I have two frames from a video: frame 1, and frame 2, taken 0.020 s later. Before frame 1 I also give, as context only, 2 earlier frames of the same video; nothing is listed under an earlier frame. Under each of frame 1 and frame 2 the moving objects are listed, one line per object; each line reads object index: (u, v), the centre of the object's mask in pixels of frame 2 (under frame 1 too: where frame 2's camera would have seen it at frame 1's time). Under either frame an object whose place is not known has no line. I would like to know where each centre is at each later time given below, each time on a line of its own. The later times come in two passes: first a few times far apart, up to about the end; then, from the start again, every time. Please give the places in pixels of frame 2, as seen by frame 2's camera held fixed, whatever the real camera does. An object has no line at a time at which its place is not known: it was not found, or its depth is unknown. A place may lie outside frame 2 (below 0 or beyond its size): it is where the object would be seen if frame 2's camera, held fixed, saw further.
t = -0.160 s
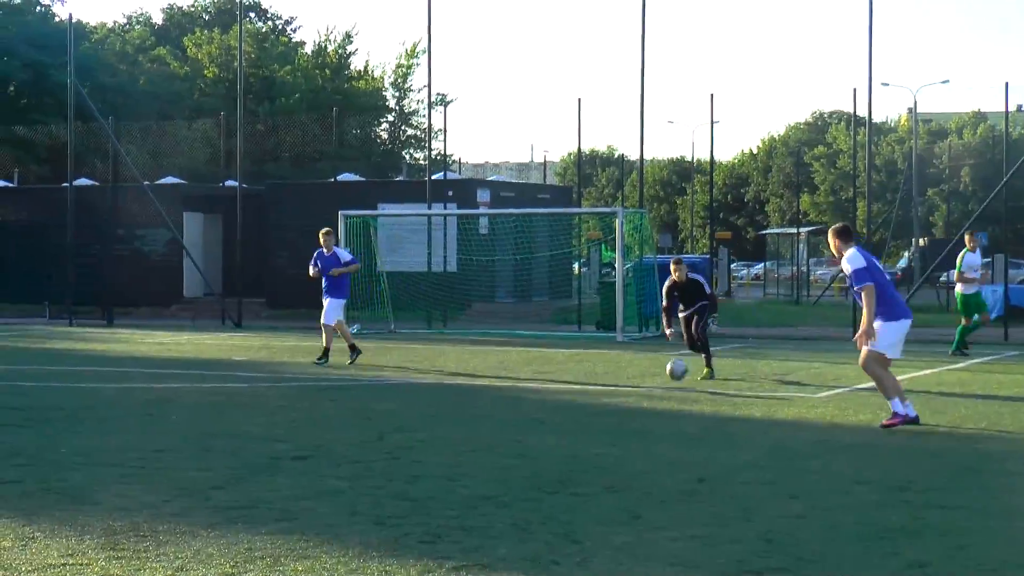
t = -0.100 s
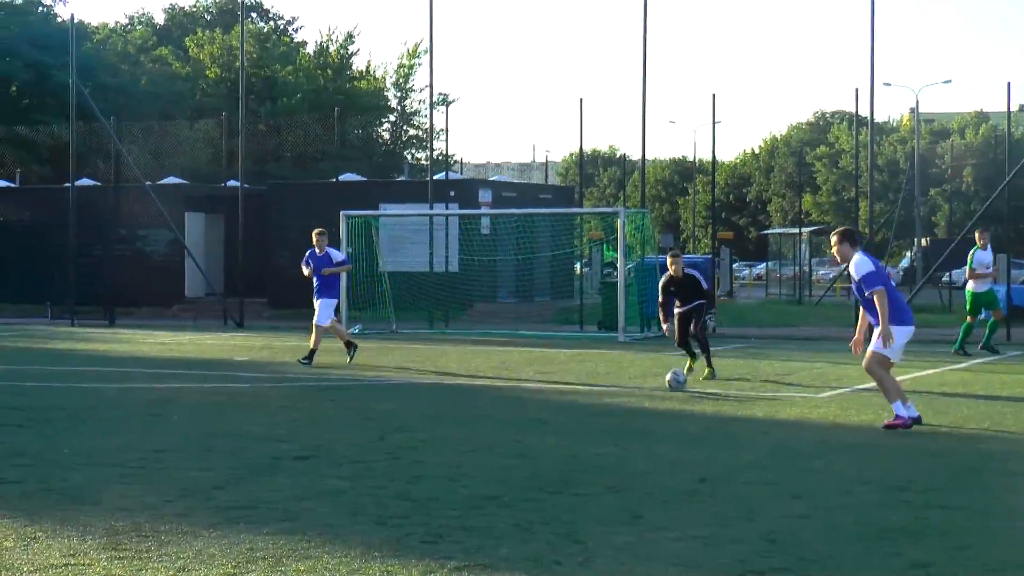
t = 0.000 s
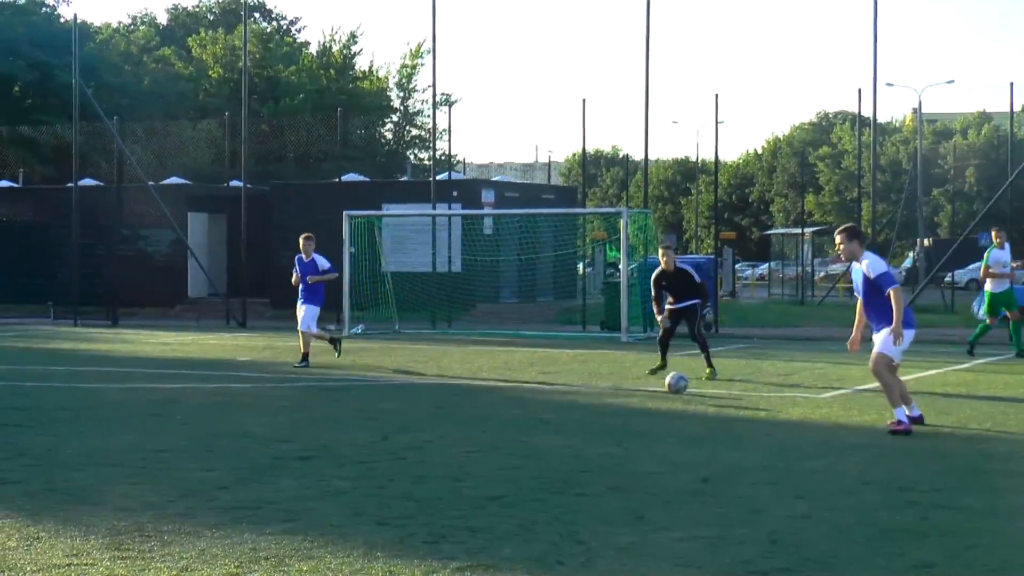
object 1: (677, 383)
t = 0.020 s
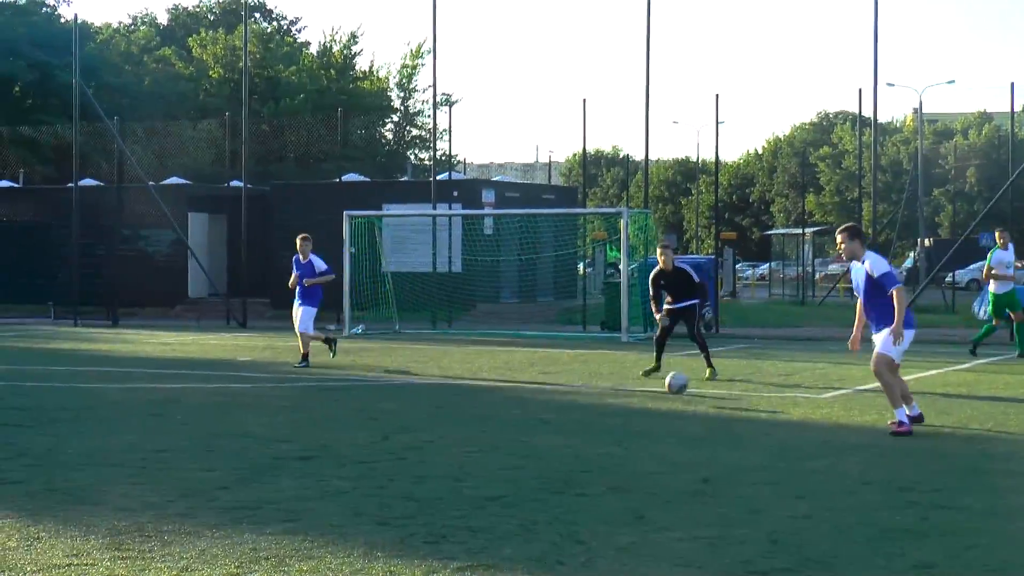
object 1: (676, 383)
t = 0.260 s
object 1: (674, 405)
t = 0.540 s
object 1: (674, 421)
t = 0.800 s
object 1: (675, 446)
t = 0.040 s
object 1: (676, 383)
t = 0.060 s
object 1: (675, 384)
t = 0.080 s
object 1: (675, 385)
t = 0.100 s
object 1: (675, 386)
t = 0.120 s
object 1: (675, 388)
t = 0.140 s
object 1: (675, 390)
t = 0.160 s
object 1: (674, 393)
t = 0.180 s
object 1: (675, 397)
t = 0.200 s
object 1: (674, 401)
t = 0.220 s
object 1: (674, 406)
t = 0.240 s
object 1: (674, 407)
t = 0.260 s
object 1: (674, 405)
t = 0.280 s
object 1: (674, 405)
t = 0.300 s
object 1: (674, 406)
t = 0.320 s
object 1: (674, 407)
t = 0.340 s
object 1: (674, 408)
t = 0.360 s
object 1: (674, 409)
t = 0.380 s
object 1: (674, 411)
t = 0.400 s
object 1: (673, 414)
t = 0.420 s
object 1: (674, 418)
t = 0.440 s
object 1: (674, 418)
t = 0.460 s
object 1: (674, 418)
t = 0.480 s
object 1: (673, 418)
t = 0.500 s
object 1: (674, 419)
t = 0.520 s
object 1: (674, 419)
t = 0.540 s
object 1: (674, 421)
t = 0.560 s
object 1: (674, 423)
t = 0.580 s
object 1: (674, 426)
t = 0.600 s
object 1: (673, 430)
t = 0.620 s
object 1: (674, 433)
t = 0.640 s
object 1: (674, 432)
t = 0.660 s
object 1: (674, 432)
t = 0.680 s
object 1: (674, 433)
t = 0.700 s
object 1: (673, 435)
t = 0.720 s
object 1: (674, 436)
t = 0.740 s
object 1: (674, 439)
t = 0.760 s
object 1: (674, 443)
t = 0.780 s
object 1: (674, 446)
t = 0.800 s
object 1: (675, 446)
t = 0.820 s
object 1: (674, 446)
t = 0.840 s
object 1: (675, 447)
